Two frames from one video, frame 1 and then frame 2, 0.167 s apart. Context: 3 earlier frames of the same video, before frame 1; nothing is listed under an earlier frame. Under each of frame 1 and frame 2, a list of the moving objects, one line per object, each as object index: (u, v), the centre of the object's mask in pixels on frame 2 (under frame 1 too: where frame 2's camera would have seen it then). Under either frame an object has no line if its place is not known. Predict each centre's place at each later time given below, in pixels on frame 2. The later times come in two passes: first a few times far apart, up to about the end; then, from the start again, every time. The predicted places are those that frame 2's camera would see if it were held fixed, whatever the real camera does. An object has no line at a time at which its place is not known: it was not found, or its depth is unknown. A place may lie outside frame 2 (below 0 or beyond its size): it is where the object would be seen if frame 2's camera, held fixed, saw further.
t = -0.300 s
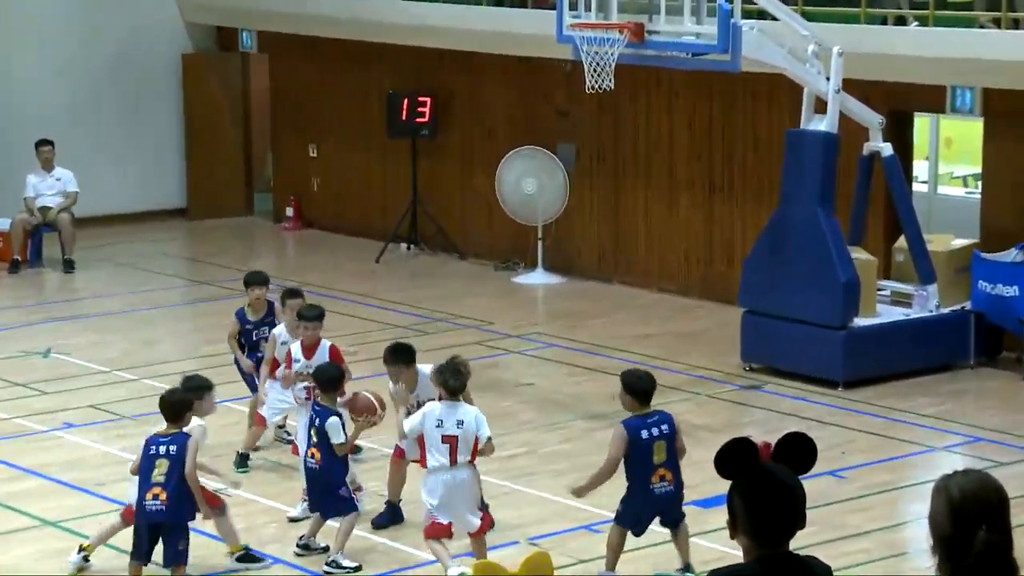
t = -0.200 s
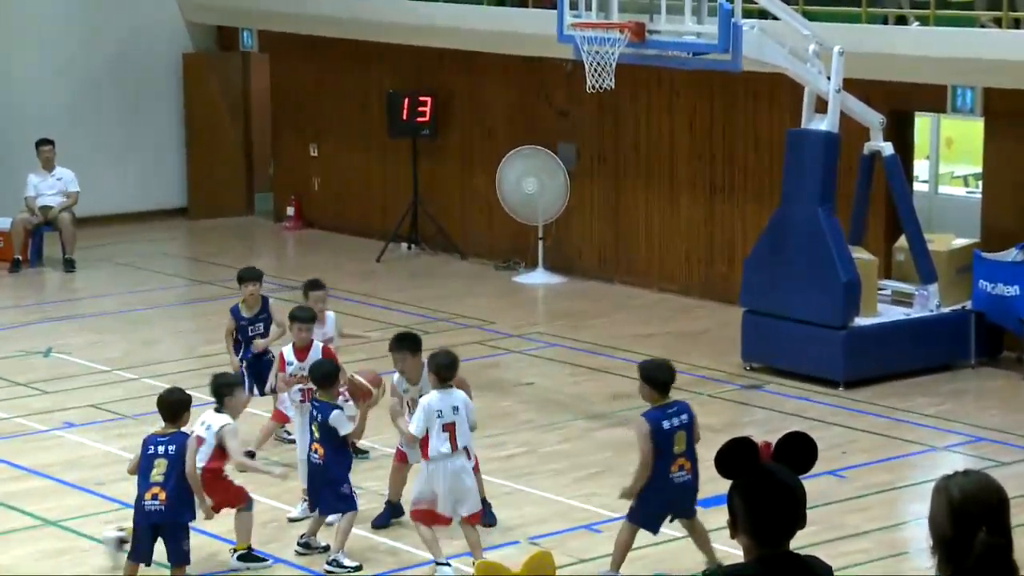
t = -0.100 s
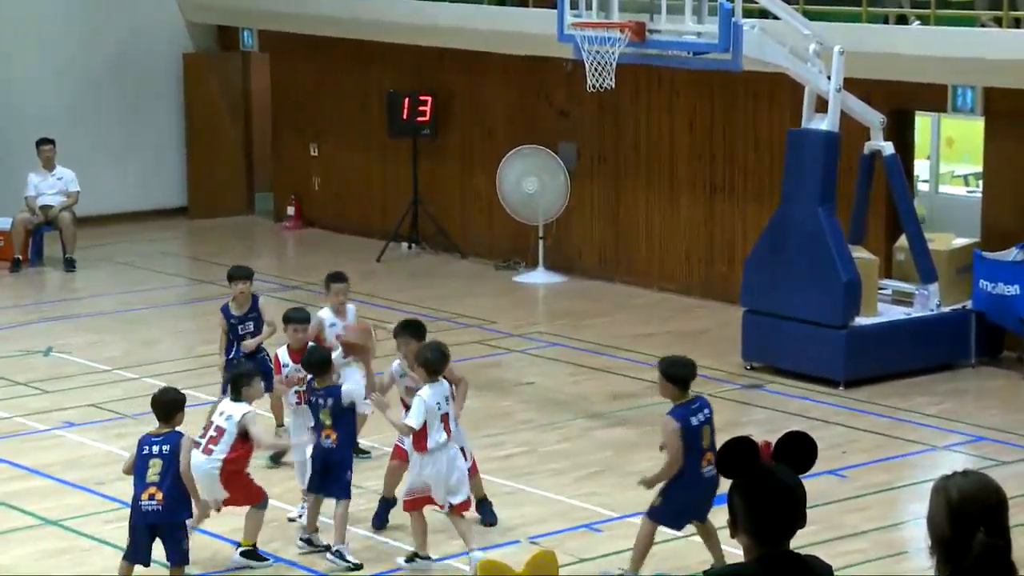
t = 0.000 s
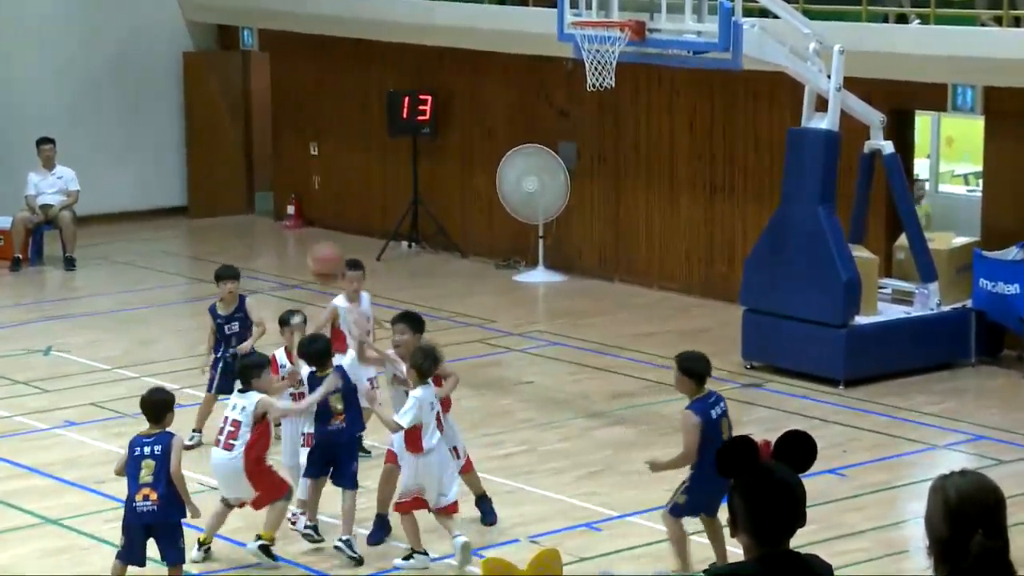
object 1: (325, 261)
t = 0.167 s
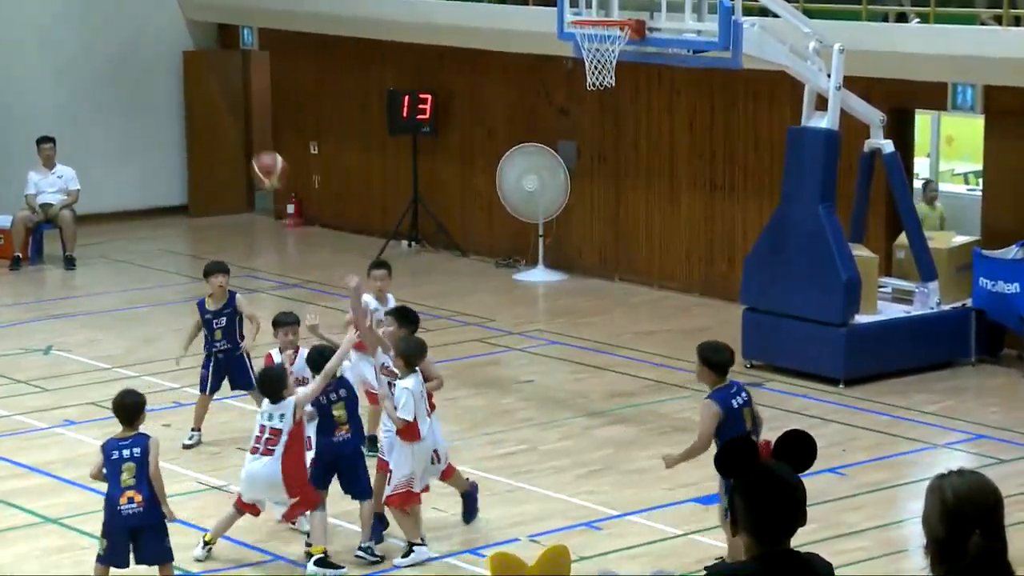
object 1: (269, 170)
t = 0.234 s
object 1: (249, 146)
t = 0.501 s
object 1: (170, 118)
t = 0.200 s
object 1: (258, 157)
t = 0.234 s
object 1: (249, 146)
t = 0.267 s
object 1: (238, 137)
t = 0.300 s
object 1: (227, 129)
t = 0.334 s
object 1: (217, 123)
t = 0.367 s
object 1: (208, 119)
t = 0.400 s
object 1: (198, 116)
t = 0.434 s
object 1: (189, 115)
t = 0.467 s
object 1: (180, 115)
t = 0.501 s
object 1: (170, 118)
